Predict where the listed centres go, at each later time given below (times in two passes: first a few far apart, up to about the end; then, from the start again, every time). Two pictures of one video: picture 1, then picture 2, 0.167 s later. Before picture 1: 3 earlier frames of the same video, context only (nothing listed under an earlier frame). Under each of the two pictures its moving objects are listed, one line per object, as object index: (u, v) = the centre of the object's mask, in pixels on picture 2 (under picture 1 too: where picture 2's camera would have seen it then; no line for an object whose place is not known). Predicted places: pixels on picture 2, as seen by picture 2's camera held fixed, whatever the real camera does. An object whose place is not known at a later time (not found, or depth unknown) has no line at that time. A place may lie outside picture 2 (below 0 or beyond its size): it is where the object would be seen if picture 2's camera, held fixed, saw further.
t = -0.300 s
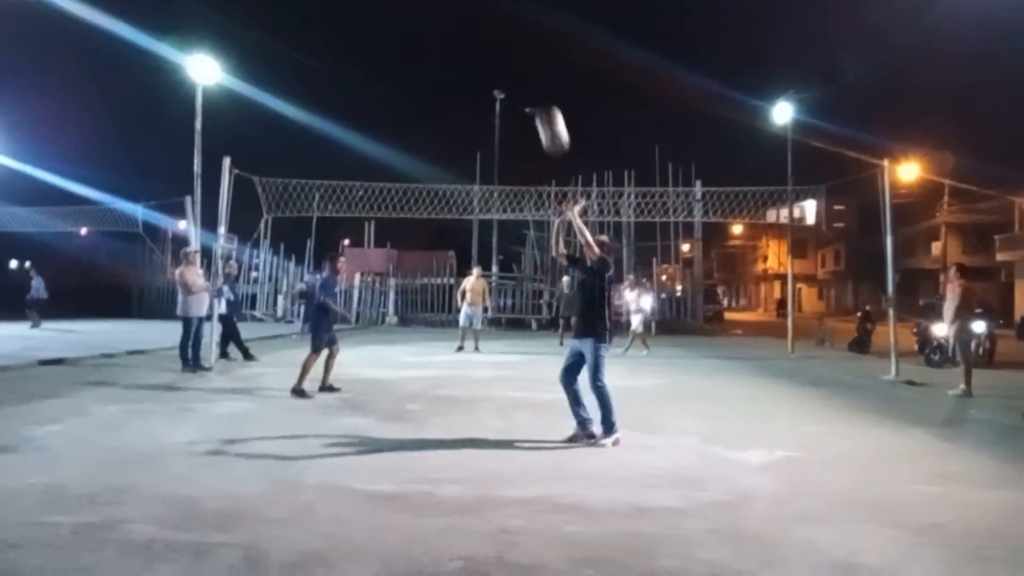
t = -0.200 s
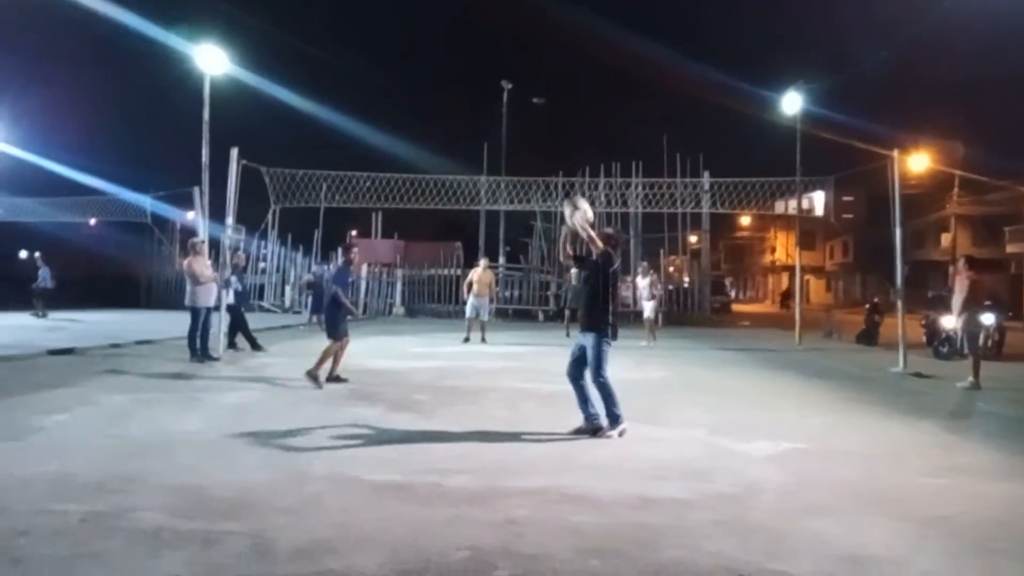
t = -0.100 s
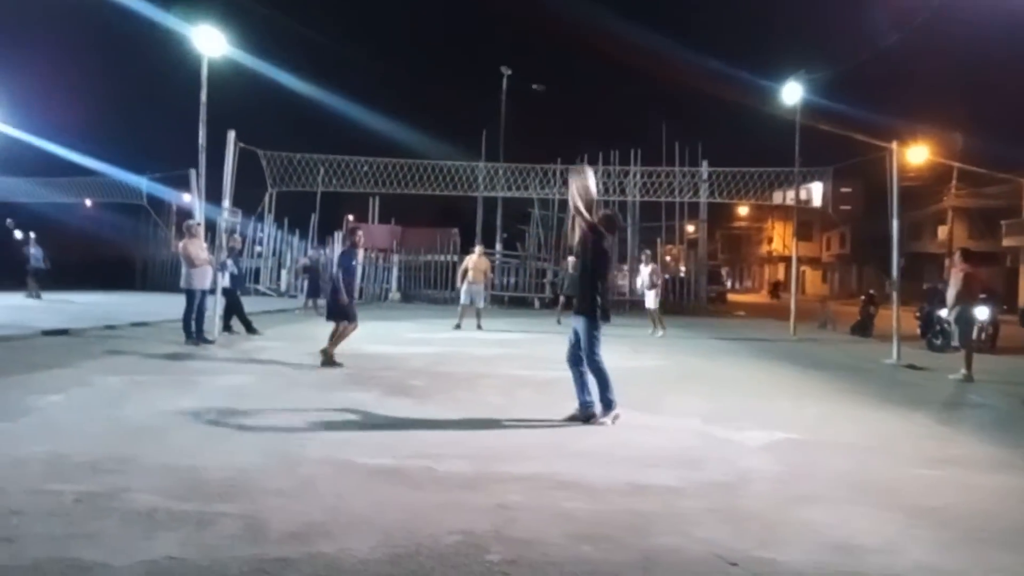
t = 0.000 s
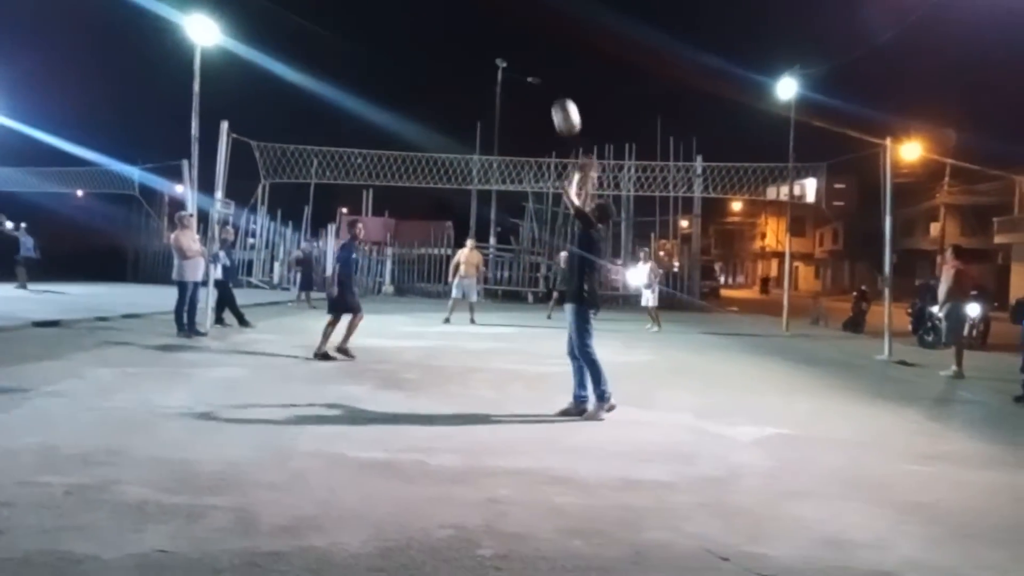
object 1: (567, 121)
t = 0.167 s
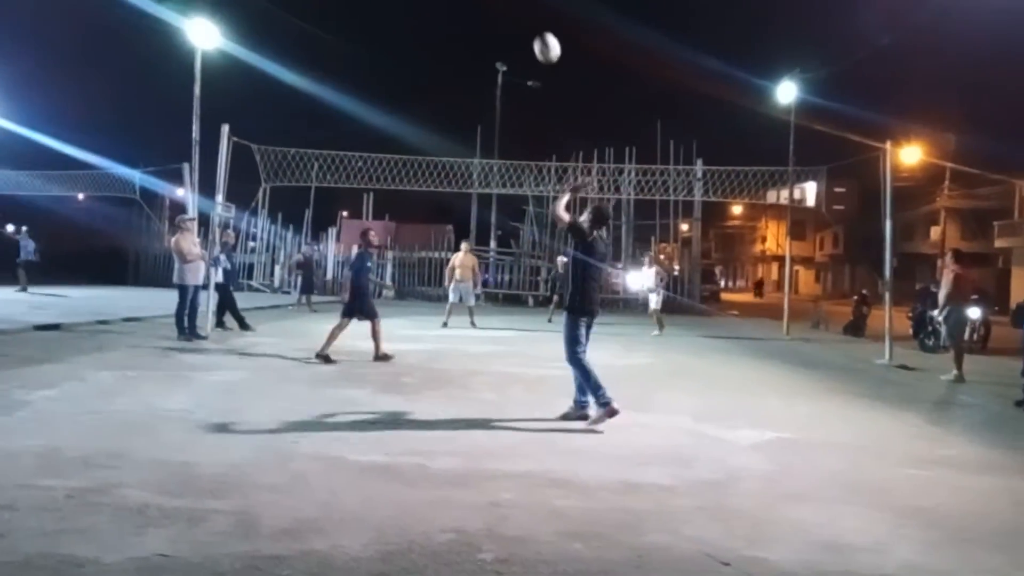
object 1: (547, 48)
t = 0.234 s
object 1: (539, 29)
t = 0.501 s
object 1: (510, 6)
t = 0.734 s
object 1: (487, 37)
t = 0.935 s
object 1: (467, 97)
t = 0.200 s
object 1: (543, 38)
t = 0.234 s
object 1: (539, 29)
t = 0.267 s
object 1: (536, 23)
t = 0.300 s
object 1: (532, 17)
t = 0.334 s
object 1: (528, 13)
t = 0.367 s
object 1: (524, 11)
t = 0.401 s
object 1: (520, 9)
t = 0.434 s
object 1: (516, 7)
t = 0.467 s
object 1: (513, 6)
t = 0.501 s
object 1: (510, 6)
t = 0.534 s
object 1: (507, 6)
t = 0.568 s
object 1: (503, 10)
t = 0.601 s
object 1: (499, 13)
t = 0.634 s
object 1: (496, 18)
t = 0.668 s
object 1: (493, 23)
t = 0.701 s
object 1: (489, 30)
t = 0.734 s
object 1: (487, 37)
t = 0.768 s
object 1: (483, 45)
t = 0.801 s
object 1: (480, 54)
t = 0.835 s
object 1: (477, 64)
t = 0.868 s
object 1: (474, 74)
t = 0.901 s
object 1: (471, 85)
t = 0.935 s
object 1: (467, 97)
